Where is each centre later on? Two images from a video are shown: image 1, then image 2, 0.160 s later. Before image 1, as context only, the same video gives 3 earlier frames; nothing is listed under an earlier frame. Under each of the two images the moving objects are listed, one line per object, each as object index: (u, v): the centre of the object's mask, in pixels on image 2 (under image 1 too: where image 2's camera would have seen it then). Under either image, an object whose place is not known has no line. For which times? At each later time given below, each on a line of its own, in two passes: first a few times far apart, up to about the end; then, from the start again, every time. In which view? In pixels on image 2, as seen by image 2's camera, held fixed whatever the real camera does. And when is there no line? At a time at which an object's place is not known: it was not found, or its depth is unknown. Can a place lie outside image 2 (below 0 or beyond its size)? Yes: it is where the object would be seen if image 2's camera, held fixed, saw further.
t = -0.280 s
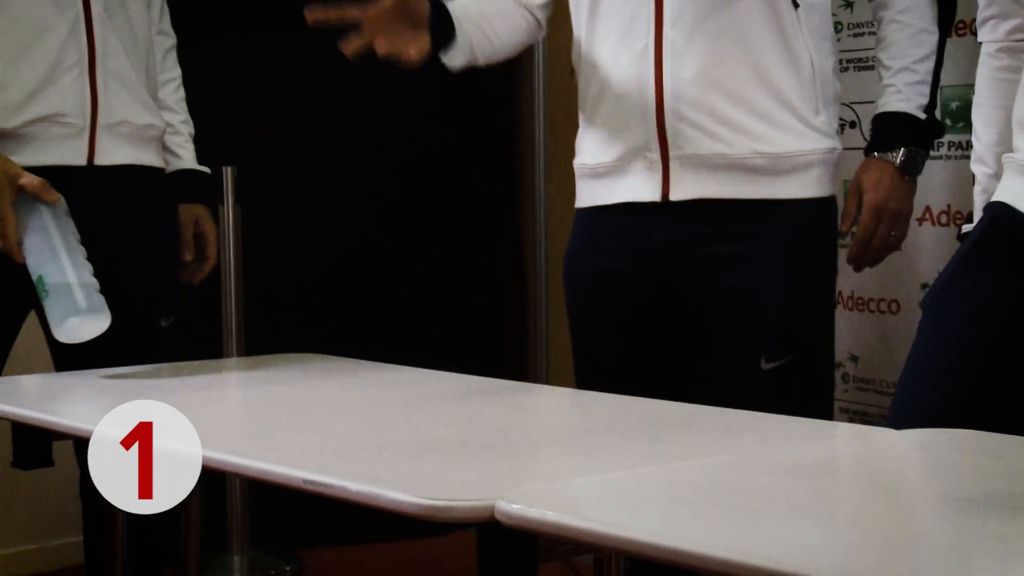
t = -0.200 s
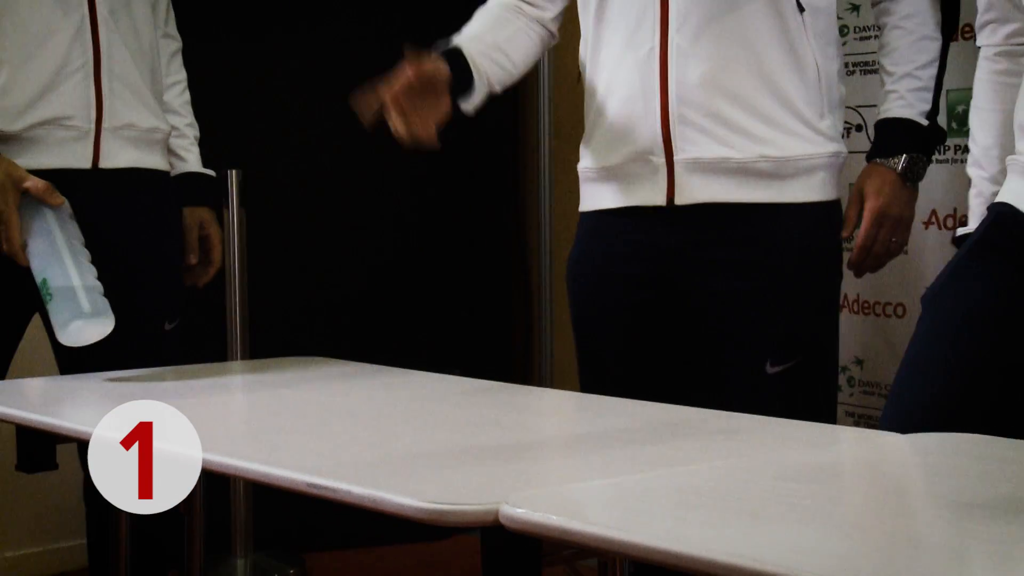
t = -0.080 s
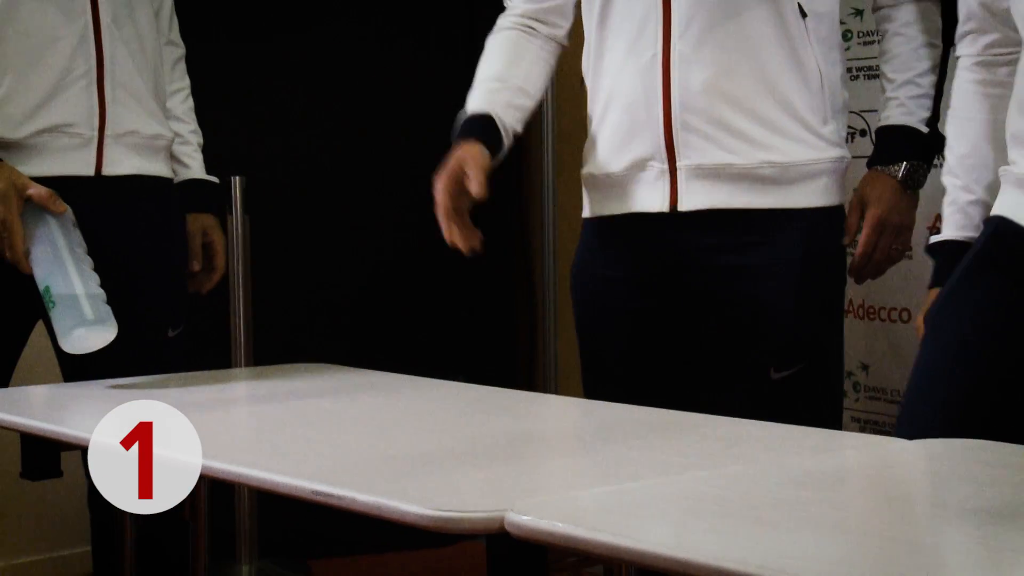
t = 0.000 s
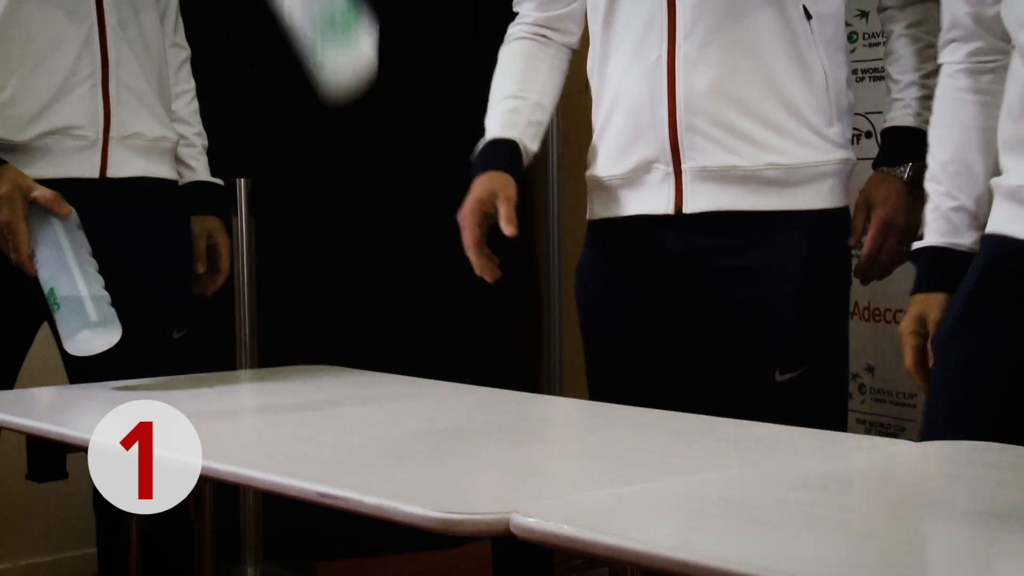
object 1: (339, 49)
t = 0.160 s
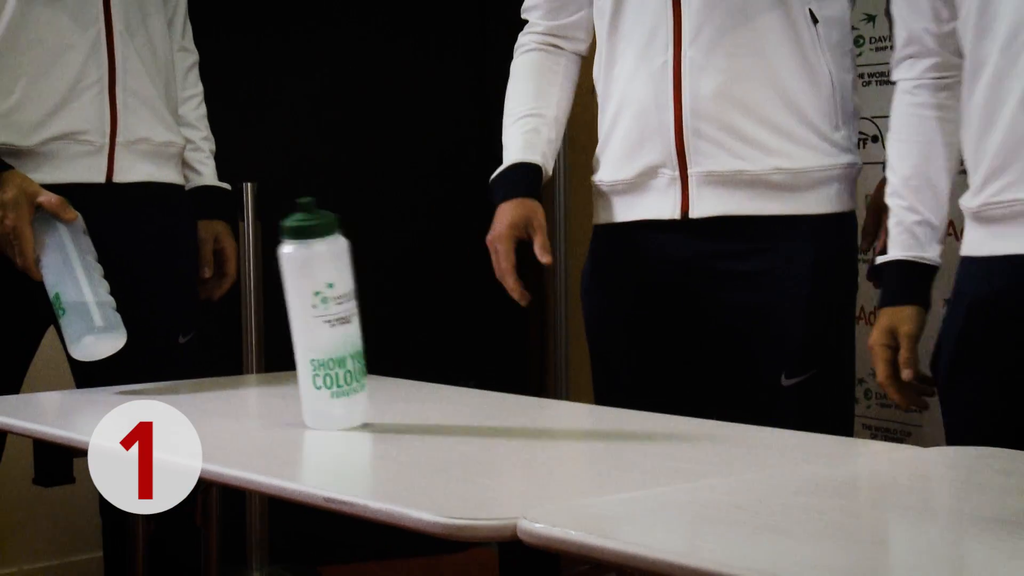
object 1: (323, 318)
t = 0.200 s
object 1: (336, 320)
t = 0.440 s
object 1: (371, 315)
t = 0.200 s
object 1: (336, 320)
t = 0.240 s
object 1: (347, 320)
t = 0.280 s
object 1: (354, 318)
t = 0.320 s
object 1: (360, 316)
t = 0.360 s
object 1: (366, 316)
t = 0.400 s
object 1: (369, 315)
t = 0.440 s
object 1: (371, 315)
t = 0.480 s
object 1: (372, 315)
